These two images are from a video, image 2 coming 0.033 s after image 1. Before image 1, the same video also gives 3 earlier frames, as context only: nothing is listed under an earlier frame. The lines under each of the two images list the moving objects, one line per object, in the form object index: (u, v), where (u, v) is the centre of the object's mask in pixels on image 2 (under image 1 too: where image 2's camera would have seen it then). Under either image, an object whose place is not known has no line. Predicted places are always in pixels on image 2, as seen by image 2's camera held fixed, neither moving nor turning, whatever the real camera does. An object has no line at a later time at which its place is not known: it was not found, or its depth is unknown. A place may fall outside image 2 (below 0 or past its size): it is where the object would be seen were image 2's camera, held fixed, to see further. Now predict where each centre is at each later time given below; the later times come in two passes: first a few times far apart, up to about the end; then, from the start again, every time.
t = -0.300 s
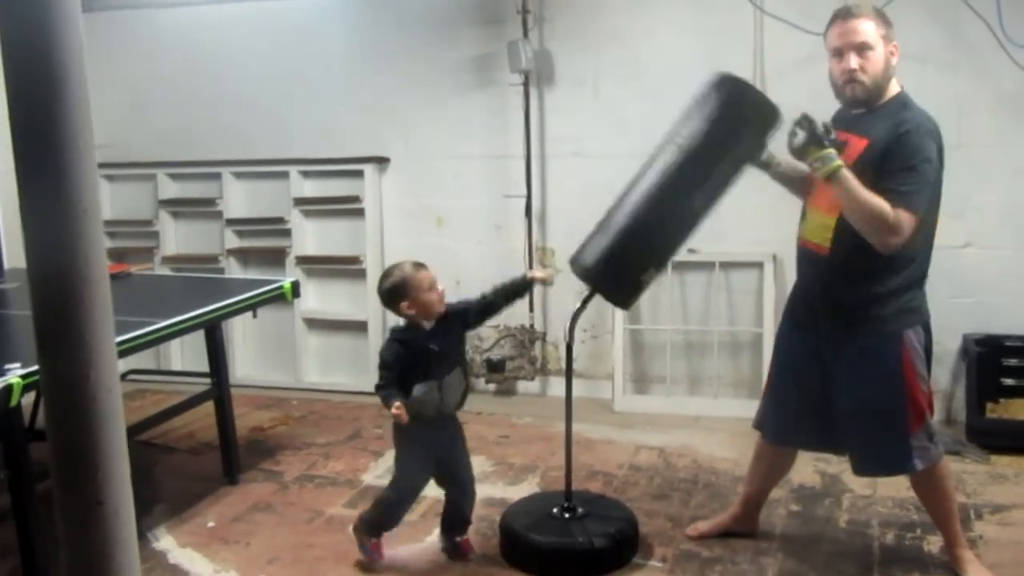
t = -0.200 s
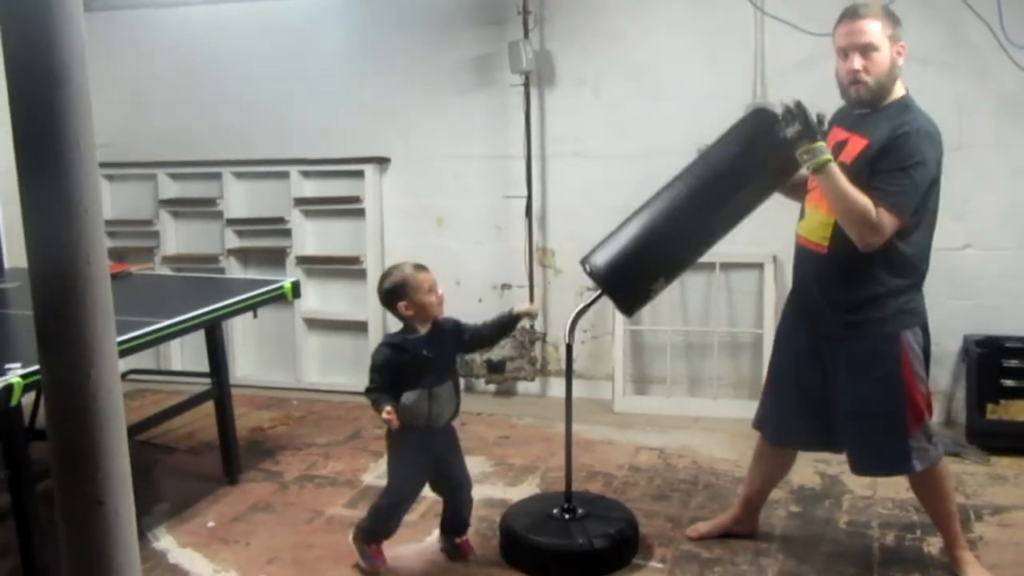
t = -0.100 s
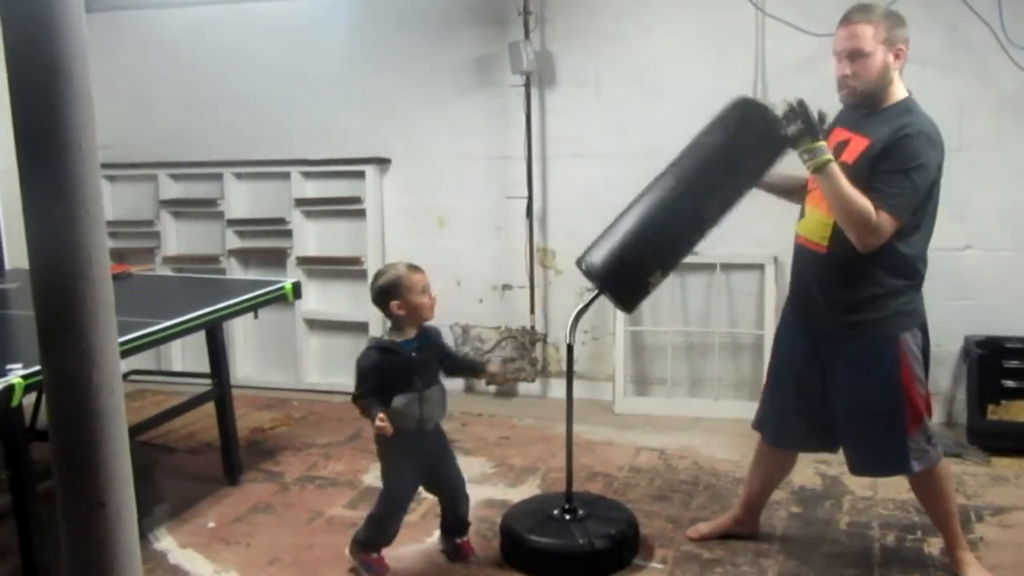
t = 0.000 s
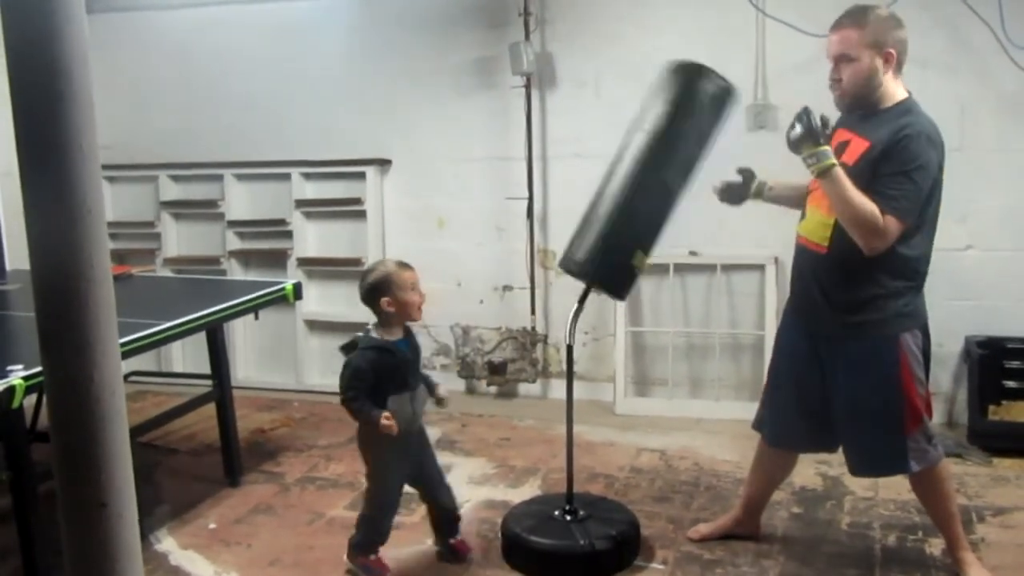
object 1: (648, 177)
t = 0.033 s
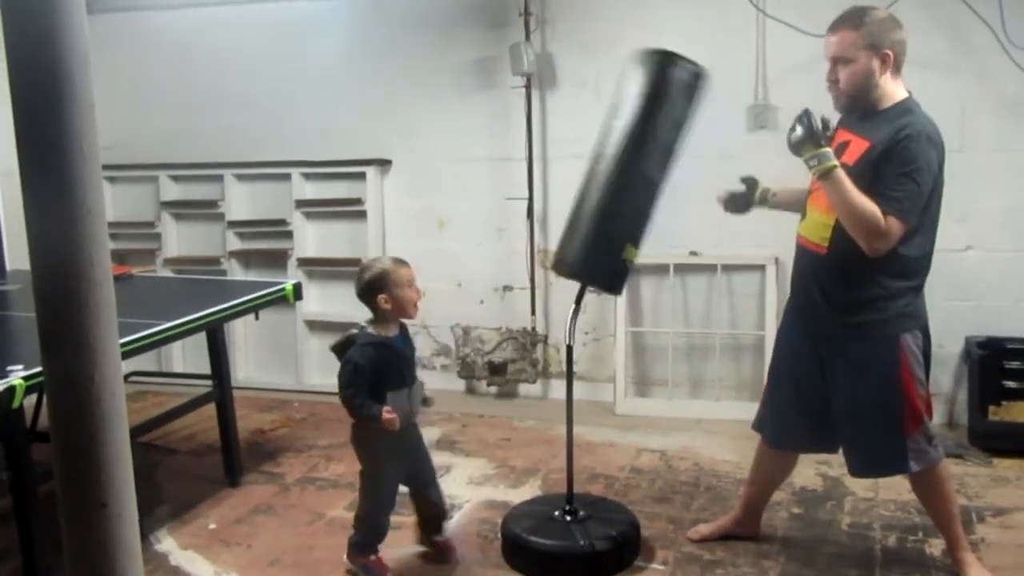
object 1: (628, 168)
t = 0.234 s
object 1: (489, 177)
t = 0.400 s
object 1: (438, 218)
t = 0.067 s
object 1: (607, 162)
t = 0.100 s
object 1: (583, 159)
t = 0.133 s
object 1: (557, 159)
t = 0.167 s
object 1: (532, 162)
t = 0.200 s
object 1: (509, 168)
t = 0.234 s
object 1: (489, 177)
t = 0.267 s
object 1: (471, 187)
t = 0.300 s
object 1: (458, 197)
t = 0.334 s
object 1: (448, 206)
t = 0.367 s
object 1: (441, 213)
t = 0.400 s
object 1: (438, 218)
